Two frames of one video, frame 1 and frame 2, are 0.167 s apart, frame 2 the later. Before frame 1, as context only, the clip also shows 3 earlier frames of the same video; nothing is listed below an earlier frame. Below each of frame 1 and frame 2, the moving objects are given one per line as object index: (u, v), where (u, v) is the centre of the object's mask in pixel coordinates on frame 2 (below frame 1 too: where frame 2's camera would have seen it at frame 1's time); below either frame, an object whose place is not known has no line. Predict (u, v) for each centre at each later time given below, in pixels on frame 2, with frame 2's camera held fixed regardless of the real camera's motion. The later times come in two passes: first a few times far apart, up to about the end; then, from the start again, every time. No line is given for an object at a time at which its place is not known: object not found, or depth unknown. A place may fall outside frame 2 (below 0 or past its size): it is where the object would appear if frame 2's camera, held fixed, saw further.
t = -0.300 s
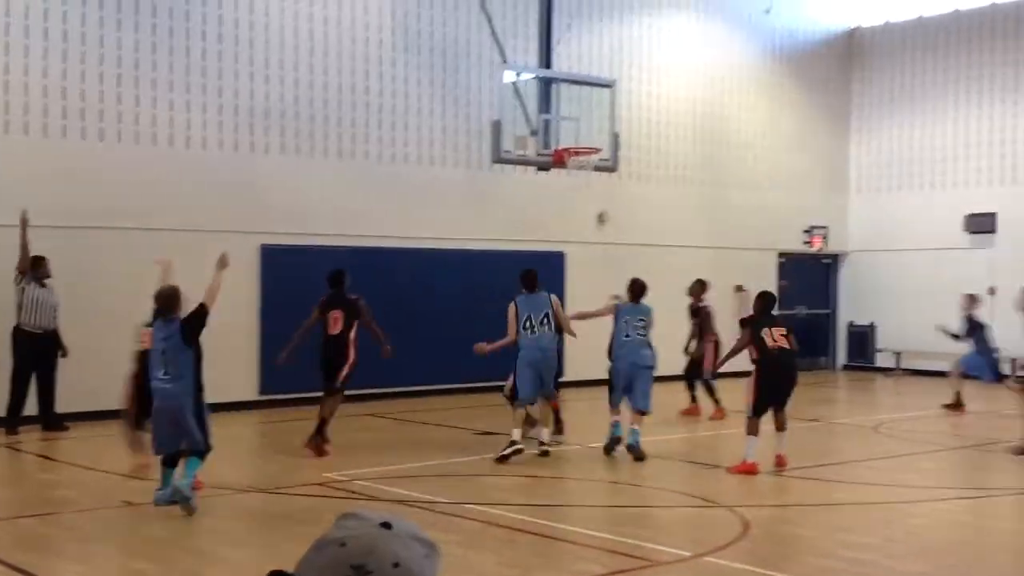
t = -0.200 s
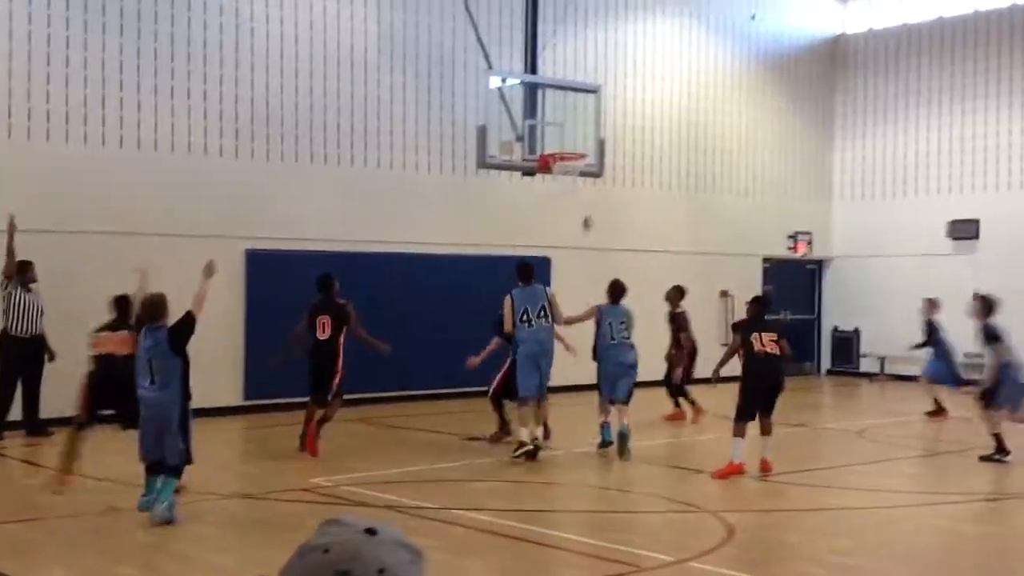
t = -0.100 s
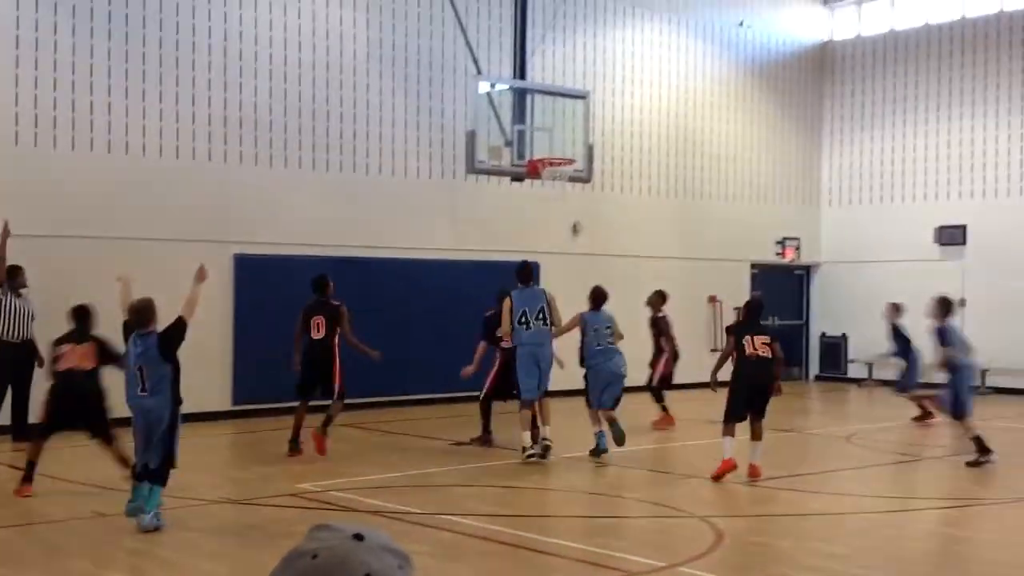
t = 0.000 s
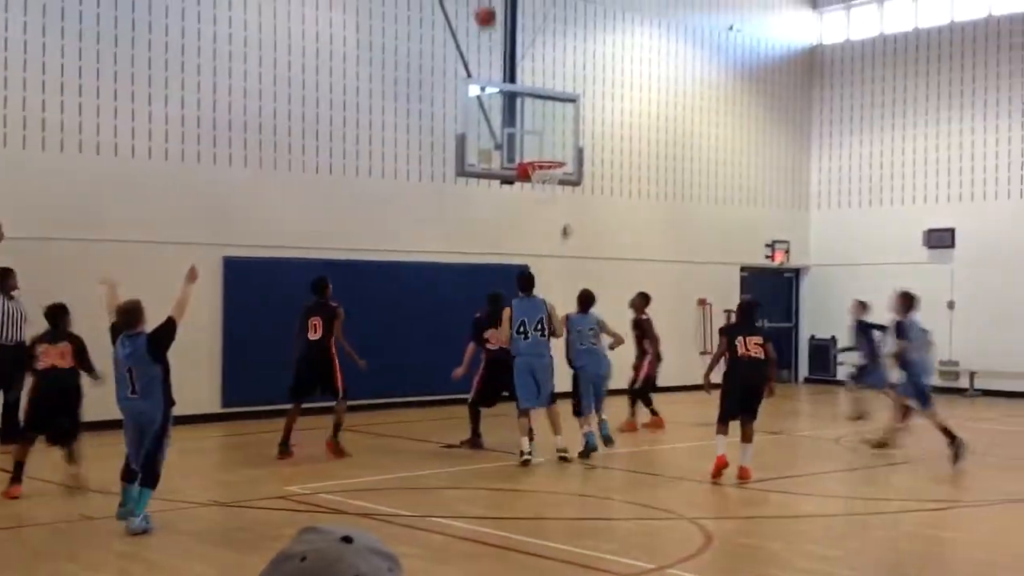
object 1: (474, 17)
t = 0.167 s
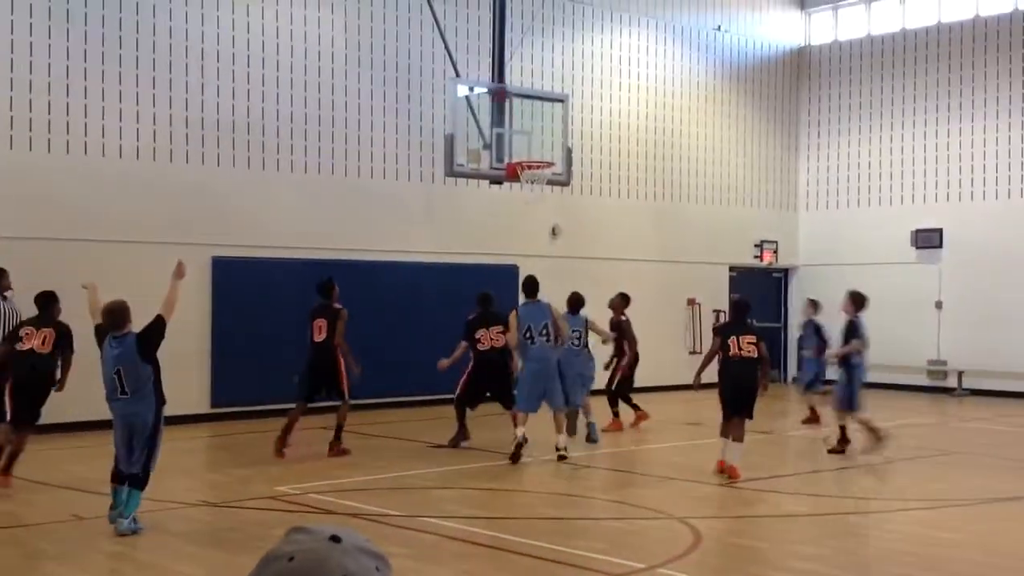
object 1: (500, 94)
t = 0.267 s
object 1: (512, 144)
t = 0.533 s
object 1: (420, 121)
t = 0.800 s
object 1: (309, 142)
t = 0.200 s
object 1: (502, 107)
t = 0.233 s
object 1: (508, 126)
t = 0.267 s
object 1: (512, 144)
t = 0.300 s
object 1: (510, 153)
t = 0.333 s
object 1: (498, 149)
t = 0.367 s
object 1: (485, 141)
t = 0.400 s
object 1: (472, 135)
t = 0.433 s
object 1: (459, 130)
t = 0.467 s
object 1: (447, 127)
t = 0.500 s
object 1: (433, 123)
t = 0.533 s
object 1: (420, 121)
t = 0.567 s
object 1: (408, 120)
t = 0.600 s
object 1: (393, 121)
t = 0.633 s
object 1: (379, 121)
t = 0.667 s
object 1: (365, 123)
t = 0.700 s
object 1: (350, 127)
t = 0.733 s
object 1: (337, 131)
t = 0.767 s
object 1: (322, 136)
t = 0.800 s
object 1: (309, 142)
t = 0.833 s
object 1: (295, 149)
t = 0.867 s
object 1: (280, 157)
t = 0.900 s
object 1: (264, 167)
